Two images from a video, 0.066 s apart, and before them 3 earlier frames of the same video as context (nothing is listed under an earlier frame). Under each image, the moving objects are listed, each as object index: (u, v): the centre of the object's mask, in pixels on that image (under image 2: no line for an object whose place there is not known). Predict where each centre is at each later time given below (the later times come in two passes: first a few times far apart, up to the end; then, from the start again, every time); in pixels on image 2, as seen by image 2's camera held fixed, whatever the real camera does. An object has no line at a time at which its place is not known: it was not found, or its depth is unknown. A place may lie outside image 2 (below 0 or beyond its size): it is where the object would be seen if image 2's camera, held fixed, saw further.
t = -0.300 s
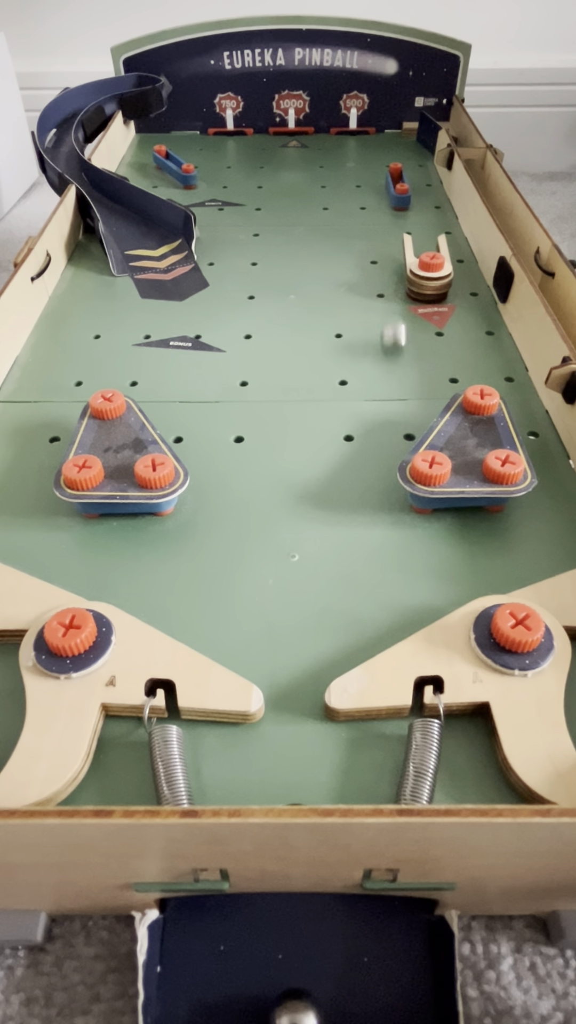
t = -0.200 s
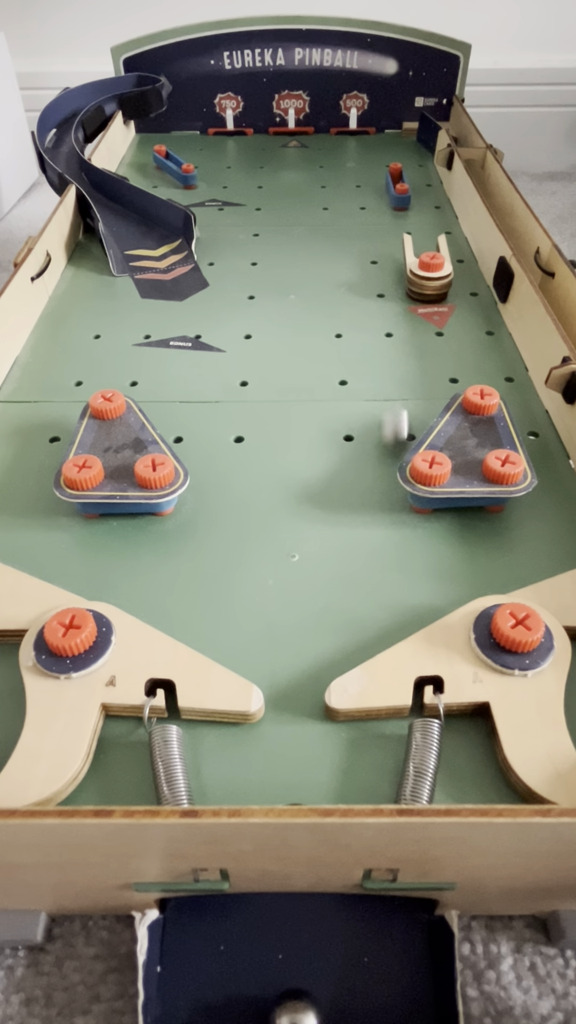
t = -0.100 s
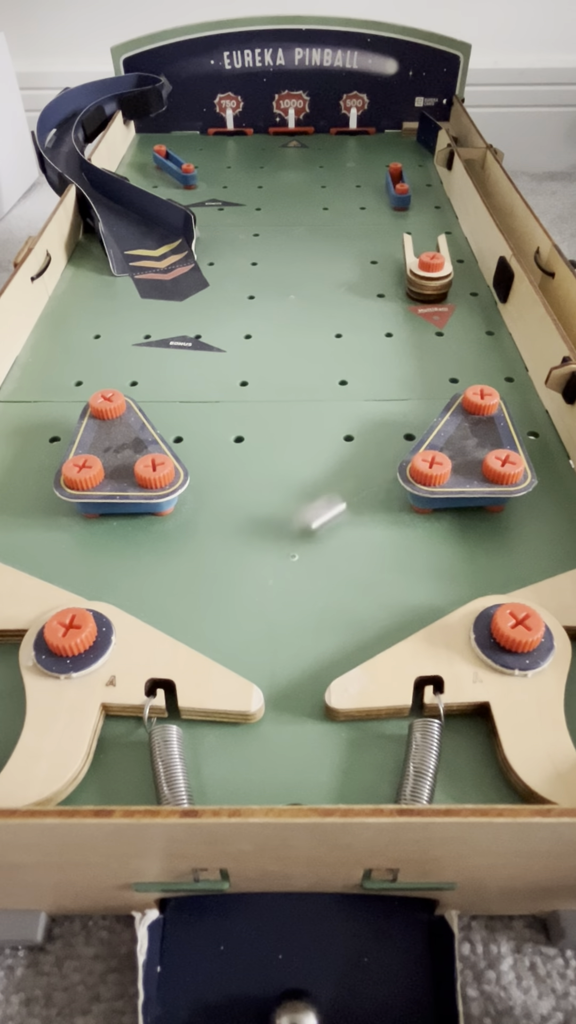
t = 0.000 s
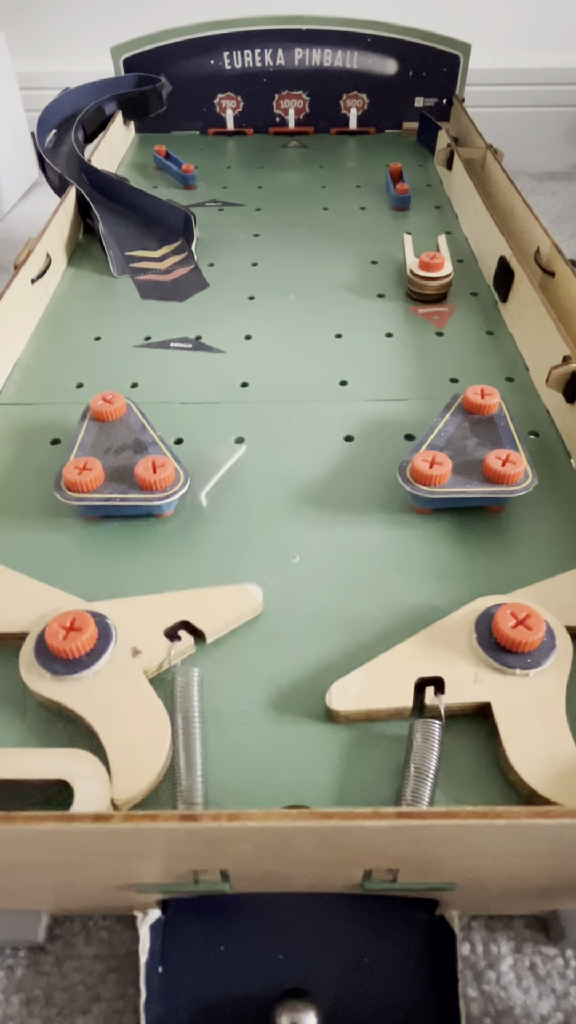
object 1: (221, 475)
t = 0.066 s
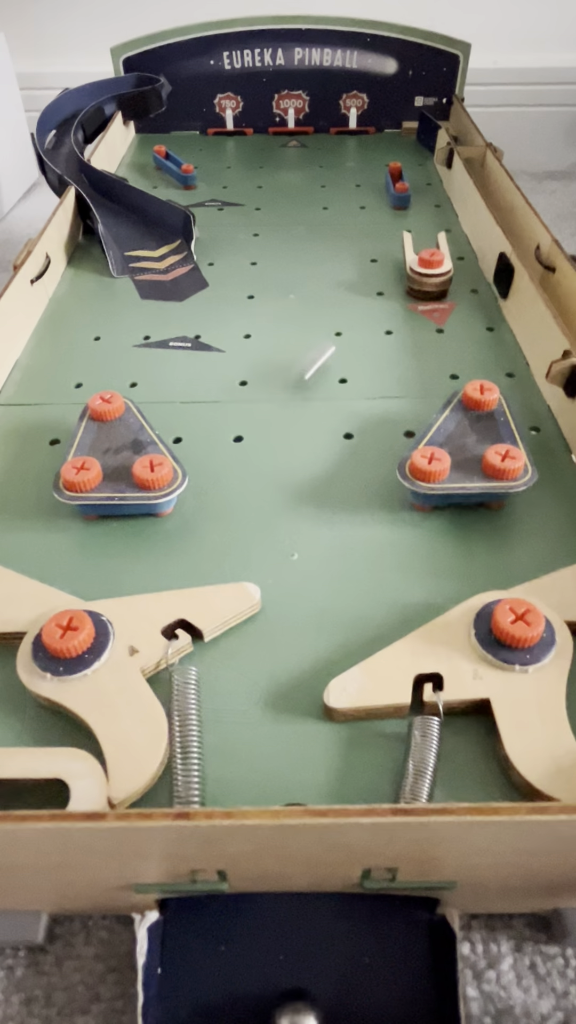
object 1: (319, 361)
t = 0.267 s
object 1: (374, 256)
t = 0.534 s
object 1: (348, 228)
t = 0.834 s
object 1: (322, 253)
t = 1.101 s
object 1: (287, 357)
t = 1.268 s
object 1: (243, 516)
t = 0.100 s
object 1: (349, 327)
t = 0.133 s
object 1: (378, 300)
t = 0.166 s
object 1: (392, 283)
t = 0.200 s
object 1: (383, 271)
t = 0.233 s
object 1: (378, 264)
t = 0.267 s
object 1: (374, 256)
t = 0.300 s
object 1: (370, 251)
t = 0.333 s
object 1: (367, 245)
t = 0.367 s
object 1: (363, 240)
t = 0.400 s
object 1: (361, 236)
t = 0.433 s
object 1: (358, 233)
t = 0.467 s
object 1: (354, 230)
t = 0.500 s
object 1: (351, 229)
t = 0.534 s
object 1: (348, 228)
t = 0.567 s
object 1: (345, 228)
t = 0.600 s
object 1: (342, 228)
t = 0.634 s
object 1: (339, 229)
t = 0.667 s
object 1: (336, 231)
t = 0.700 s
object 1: (334, 233)
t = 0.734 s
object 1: (331, 237)
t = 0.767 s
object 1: (328, 242)
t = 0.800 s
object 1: (325, 246)
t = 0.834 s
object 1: (322, 253)
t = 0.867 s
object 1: (318, 261)
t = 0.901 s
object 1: (315, 269)
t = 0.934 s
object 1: (311, 280)
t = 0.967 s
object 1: (306, 292)
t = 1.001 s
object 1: (302, 304)
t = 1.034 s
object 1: (298, 319)
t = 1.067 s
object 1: (293, 336)
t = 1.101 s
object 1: (287, 357)
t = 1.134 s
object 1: (281, 379)
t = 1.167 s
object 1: (273, 406)
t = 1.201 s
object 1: (265, 436)
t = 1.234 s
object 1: (254, 472)
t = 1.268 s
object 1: (243, 516)
